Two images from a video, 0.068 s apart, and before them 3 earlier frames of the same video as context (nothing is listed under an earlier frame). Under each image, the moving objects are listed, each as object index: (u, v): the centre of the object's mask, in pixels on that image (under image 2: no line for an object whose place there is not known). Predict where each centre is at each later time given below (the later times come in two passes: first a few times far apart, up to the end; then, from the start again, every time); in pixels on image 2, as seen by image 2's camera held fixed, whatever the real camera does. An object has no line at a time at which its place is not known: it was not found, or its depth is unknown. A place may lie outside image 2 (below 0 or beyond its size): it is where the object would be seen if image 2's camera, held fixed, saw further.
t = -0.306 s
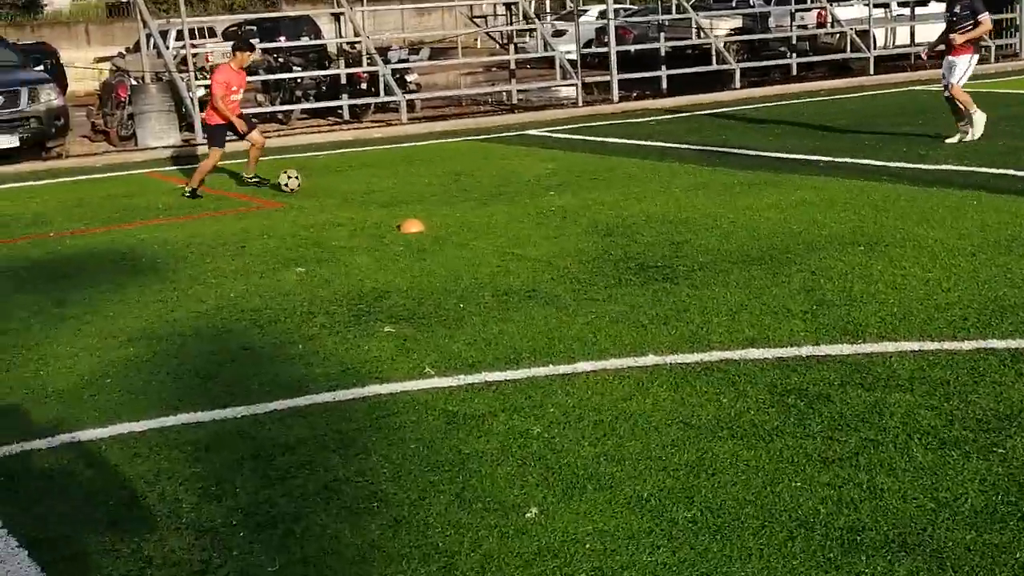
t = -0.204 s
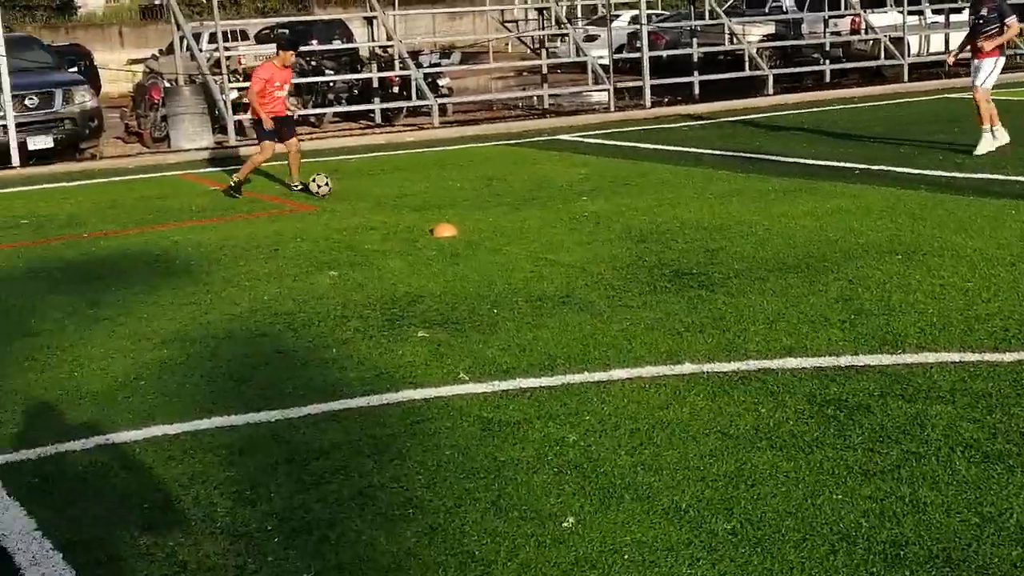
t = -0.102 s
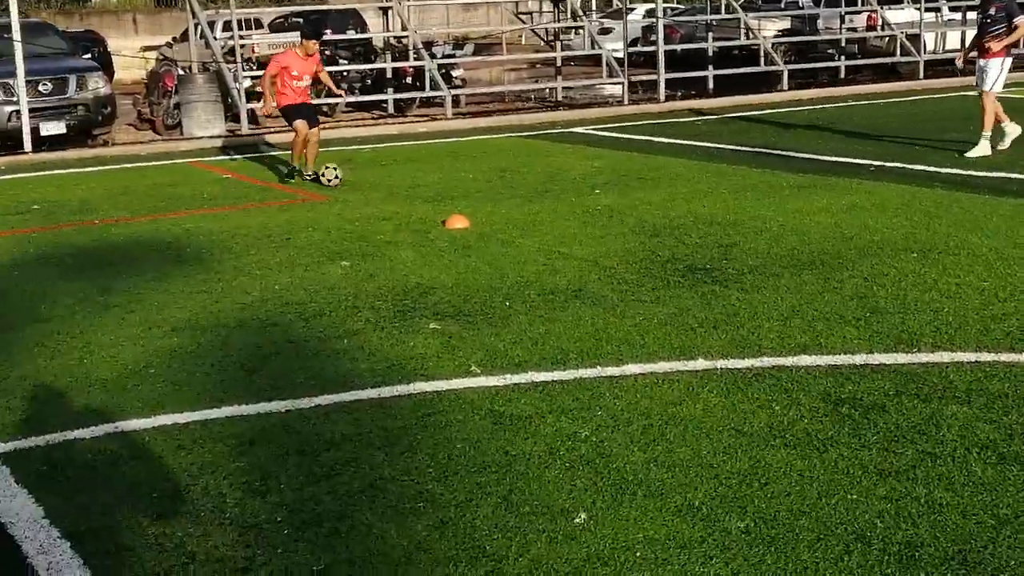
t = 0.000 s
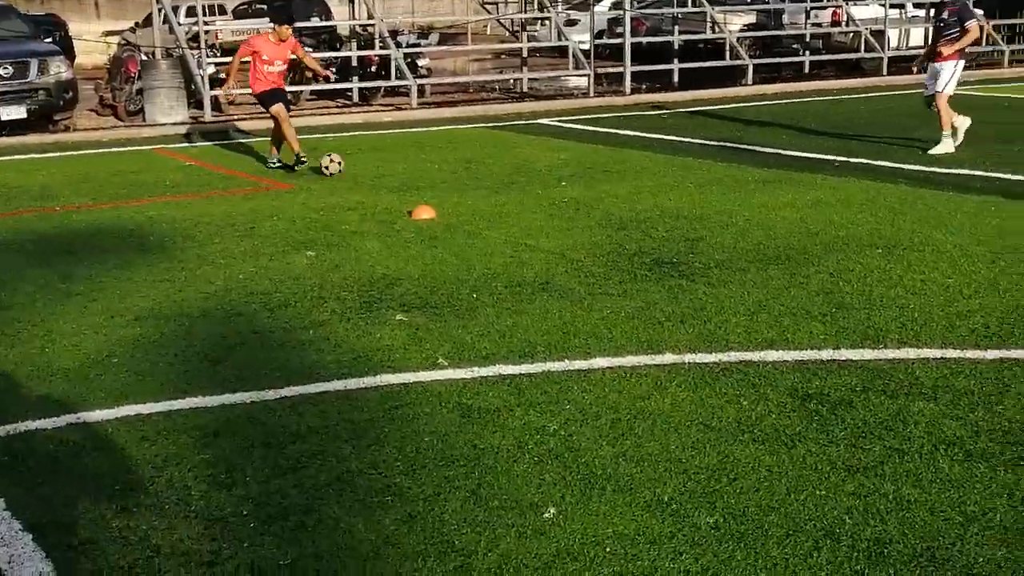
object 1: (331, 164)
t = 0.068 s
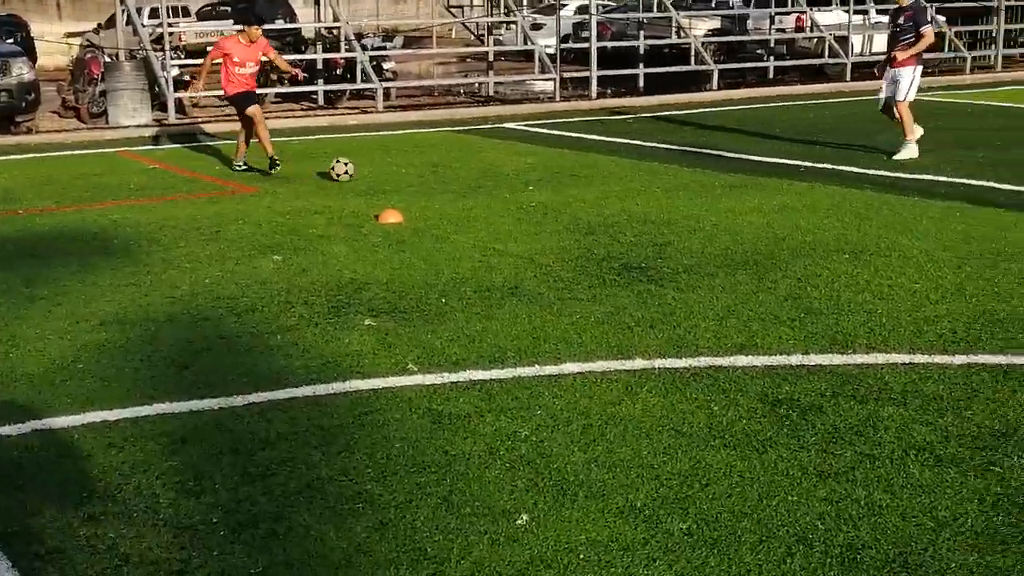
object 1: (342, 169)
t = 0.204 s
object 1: (422, 173)
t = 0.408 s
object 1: (523, 176)
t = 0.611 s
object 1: (611, 179)
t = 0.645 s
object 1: (626, 178)
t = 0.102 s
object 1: (362, 170)
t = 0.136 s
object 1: (382, 171)
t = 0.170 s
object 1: (402, 172)
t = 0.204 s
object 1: (422, 173)
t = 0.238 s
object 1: (440, 174)
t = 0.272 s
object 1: (459, 174)
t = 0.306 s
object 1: (476, 175)
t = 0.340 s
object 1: (493, 176)
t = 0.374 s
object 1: (508, 176)
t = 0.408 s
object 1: (523, 176)
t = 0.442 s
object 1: (538, 176)
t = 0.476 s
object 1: (553, 177)
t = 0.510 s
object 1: (568, 177)
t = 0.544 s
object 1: (582, 177)
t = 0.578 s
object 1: (596, 179)
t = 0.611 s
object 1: (611, 179)
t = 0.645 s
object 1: (626, 178)
